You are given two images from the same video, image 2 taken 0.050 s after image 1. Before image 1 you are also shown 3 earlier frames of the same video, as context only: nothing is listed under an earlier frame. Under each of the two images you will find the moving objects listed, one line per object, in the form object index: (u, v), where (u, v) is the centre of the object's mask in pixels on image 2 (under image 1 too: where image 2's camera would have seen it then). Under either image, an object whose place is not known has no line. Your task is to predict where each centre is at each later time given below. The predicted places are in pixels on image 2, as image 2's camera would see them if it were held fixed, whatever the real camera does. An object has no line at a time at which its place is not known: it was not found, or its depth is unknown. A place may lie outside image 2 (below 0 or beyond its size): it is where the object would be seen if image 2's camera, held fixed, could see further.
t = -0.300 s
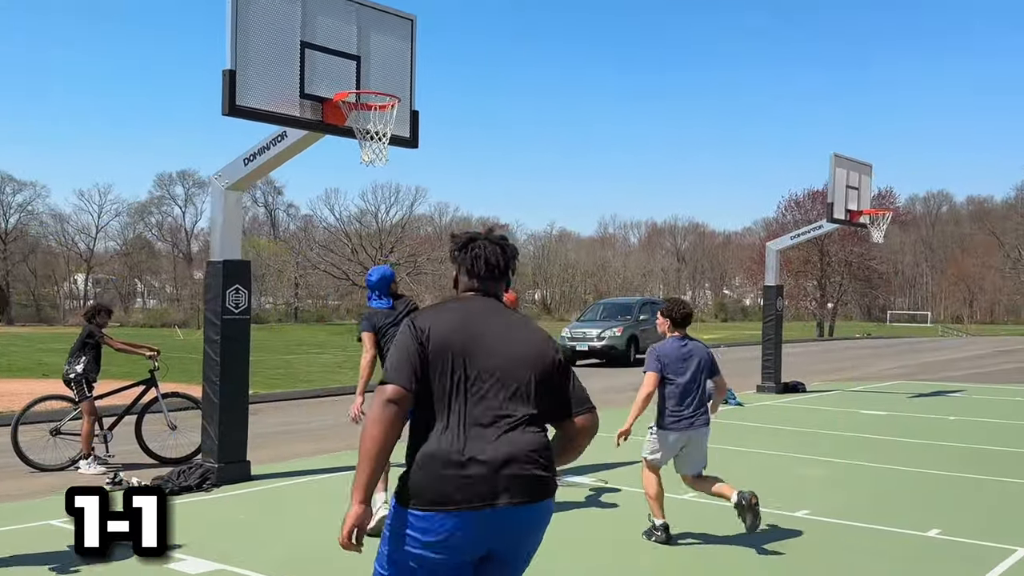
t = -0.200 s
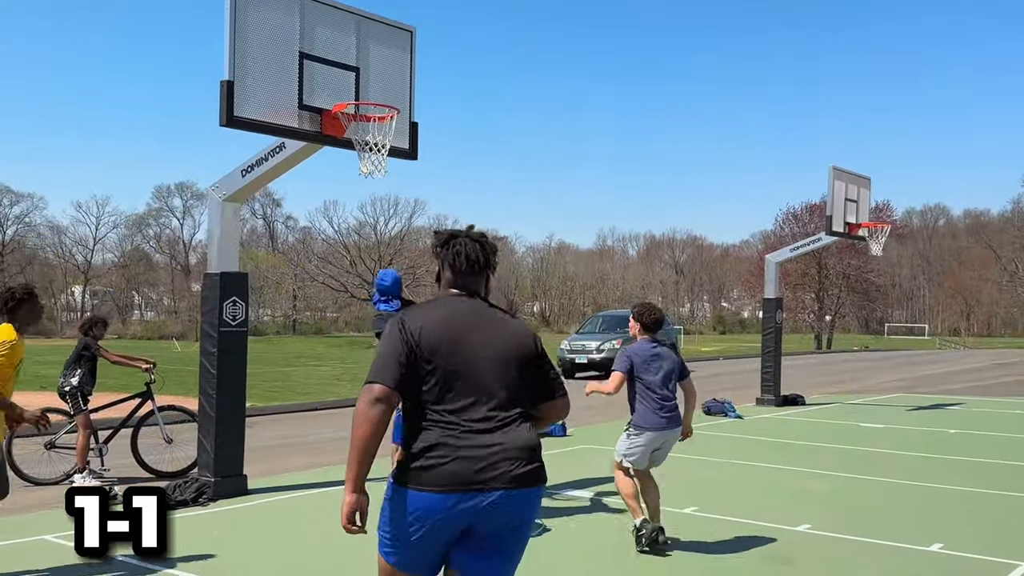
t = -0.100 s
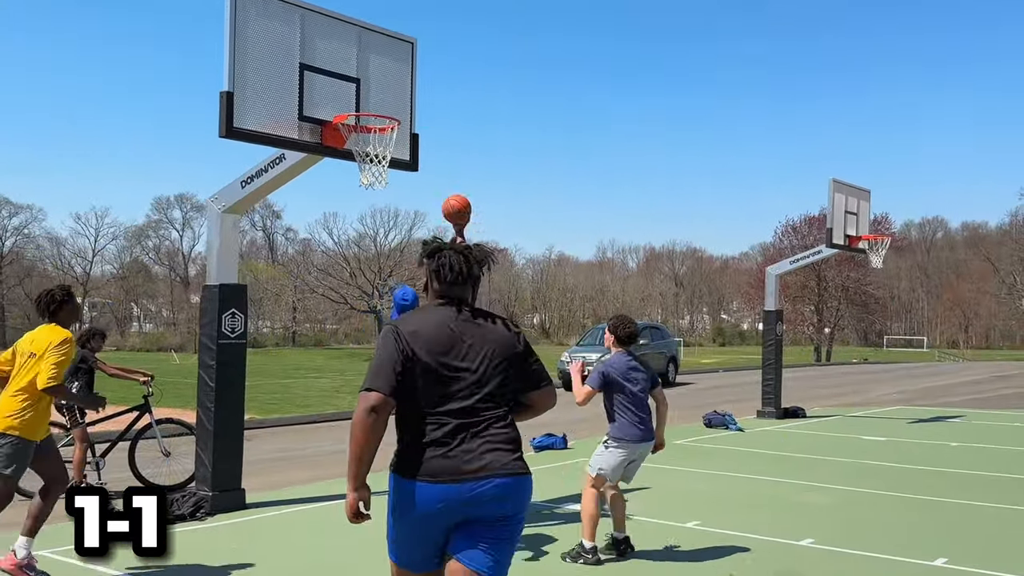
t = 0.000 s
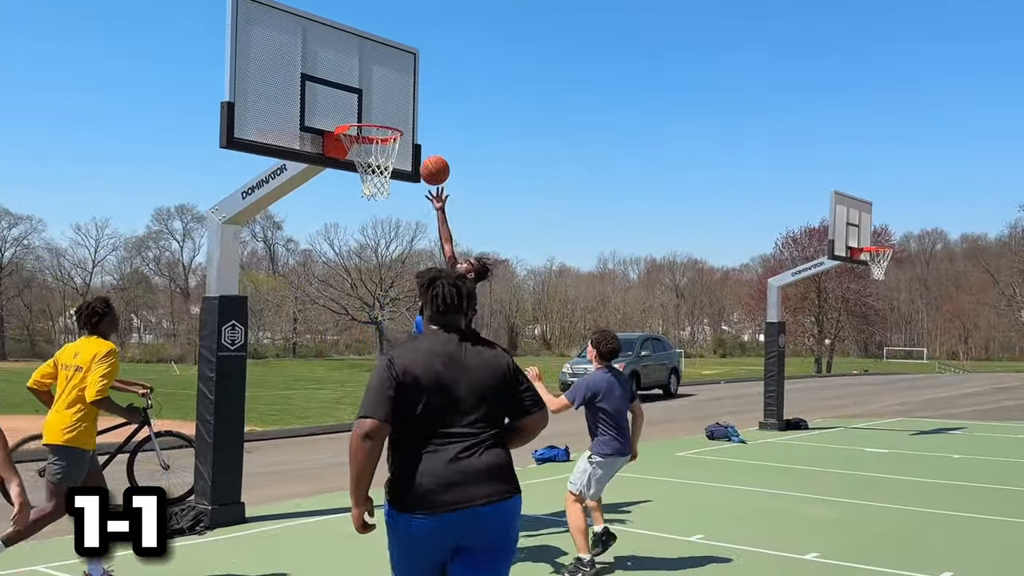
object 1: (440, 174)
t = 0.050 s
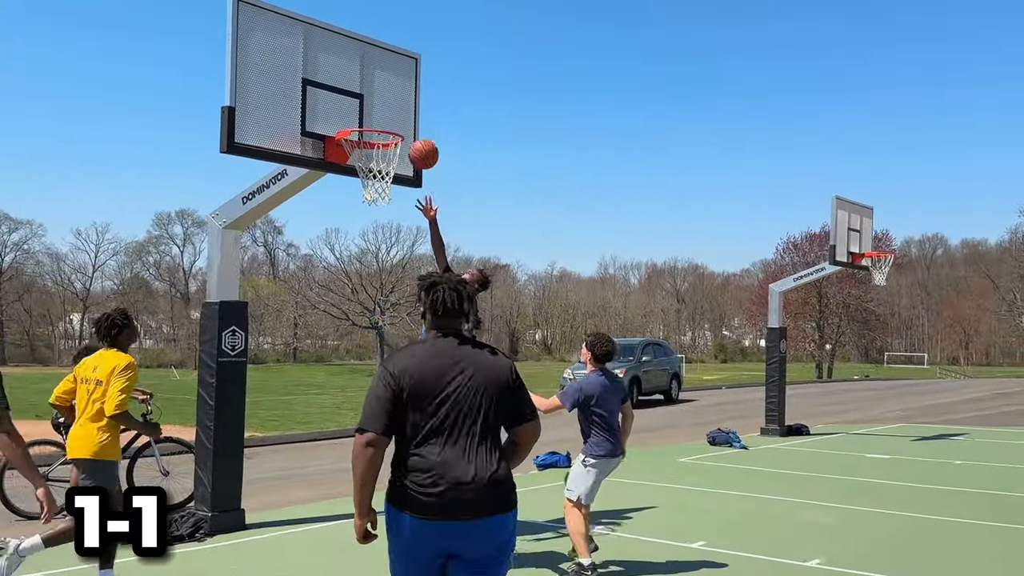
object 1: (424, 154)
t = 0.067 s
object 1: (417, 148)
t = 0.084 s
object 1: (413, 141)
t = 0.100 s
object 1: (408, 135)
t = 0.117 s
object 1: (403, 131)
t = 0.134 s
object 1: (398, 124)
